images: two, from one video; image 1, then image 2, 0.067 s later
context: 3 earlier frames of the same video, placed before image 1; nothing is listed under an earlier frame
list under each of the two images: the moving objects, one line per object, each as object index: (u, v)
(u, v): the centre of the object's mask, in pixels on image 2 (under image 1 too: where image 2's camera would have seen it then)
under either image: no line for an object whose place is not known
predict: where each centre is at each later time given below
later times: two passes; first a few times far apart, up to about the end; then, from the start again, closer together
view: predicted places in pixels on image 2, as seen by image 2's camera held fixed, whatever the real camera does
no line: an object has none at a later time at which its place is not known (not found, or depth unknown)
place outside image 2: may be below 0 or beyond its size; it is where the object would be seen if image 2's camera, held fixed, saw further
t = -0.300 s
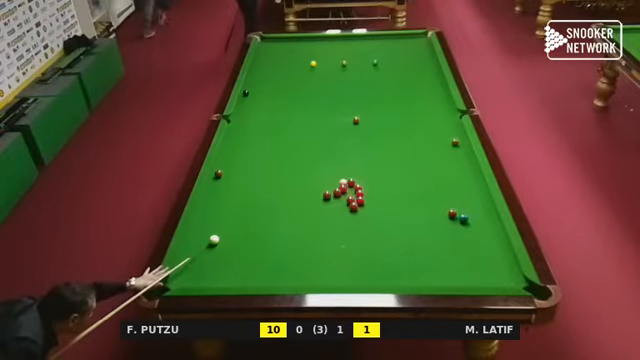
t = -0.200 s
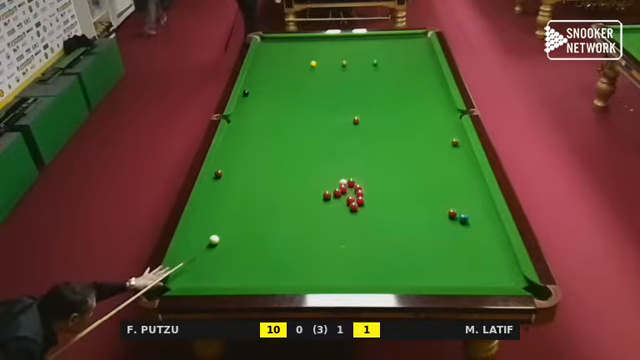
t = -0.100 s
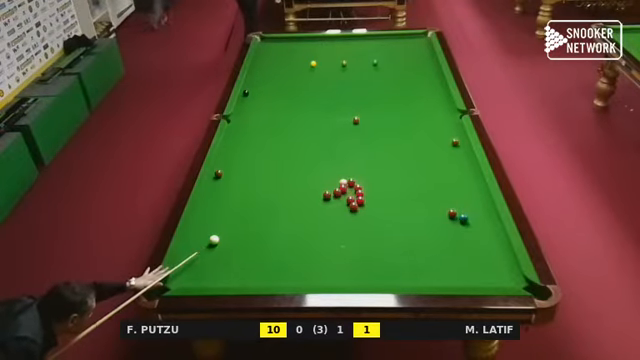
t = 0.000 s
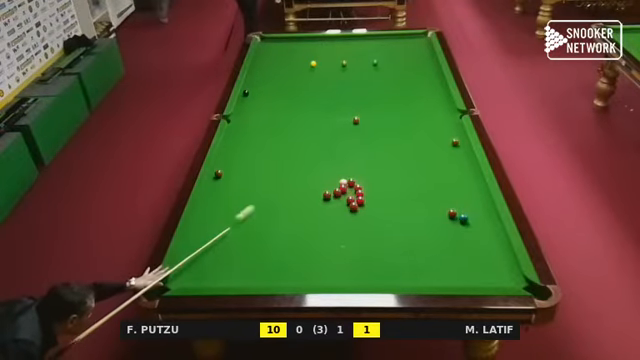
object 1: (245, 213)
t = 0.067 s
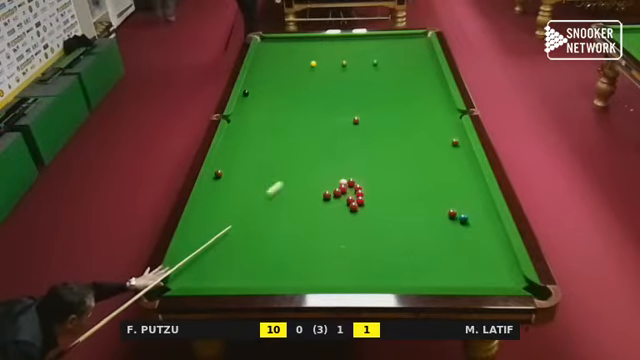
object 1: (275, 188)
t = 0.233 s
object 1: (330, 142)
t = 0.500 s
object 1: (369, 122)
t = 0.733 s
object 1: (395, 114)
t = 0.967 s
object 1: (420, 104)
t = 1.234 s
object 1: (447, 93)
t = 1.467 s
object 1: (430, 89)
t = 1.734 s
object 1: (411, 84)
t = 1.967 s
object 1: (396, 81)
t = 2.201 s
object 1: (382, 77)
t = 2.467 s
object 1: (367, 74)
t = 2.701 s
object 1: (356, 71)
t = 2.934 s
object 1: (345, 68)
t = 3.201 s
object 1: (333, 66)
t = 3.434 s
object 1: (324, 63)
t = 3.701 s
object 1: (314, 60)
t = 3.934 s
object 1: (306, 59)
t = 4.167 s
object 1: (299, 57)
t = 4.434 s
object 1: (291, 55)
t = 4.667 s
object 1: (285, 54)
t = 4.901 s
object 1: (279, 52)
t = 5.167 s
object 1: (273, 51)
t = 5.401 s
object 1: (269, 50)
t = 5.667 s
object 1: (265, 49)
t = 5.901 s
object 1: (262, 48)
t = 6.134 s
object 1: (259, 48)
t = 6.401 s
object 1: (259, 47)
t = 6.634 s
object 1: (260, 47)
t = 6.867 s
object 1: (262, 47)
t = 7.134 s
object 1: (262, 47)
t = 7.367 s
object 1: (262, 47)
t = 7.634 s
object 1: (262, 47)
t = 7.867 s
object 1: (262, 47)
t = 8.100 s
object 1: (262, 47)
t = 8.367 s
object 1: (261, 47)
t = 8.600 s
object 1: (262, 47)
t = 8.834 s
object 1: (262, 47)
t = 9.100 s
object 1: (262, 47)
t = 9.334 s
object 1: (262, 47)
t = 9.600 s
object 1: (262, 47)
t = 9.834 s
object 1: (262, 47)
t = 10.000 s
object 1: (262, 47)
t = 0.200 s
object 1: (320, 150)
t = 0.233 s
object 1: (330, 142)
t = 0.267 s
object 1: (340, 134)
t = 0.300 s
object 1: (348, 127)
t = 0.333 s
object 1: (354, 122)
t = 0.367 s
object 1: (357, 122)
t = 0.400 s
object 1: (360, 123)
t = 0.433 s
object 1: (363, 123)
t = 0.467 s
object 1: (366, 122)
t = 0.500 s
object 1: (369, 122)
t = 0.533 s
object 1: (373, 121)
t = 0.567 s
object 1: (376, 121)
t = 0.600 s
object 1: (380, 120)
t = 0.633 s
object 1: (383, 118)
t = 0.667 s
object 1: (387, 117)
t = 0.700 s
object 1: (391, 115)
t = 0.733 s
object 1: (395, 114)
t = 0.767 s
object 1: (399, 112)
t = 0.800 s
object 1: (402, 111)
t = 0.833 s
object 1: (406, 109)
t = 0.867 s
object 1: (409, 108)
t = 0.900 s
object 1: (413, 107)
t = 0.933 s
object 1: (417, 105)
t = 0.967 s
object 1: (420, 104)
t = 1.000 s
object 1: (423, 102)
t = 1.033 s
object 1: (427, 101)
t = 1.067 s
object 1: (430, 100)
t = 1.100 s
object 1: (434, 98)
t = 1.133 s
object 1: (437, 97)
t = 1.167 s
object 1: (440, 96)
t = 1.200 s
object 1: (444, 94)
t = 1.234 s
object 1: (447, 93)
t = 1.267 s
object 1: (446, 92)
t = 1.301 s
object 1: (443, 92)
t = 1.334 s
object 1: (440, 91)
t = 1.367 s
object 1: (437, 90)
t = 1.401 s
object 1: (435, 90)
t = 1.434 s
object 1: (432, 89)
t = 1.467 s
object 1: (430, 89)
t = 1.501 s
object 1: (427, 88)
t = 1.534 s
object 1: (425, 88)
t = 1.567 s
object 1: (423, 87)
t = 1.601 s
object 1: (420, 86)
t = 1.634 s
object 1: (418, 86)
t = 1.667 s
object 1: (416, 85)
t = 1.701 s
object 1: (414, 85)
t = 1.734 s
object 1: (411, 84)
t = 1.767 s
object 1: (409, 84)
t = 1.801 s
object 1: (407, 83)
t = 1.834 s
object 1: (404, 83)
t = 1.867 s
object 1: (403, 82)
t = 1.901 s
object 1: (400, 82)
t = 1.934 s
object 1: (398, 81)
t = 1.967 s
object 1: (396, 81)
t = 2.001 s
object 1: (394, 80)
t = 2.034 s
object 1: (392, 80)
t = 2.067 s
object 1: (390, 79)
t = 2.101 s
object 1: (388, 79)
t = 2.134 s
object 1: (386, 78)
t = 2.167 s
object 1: (384, 78)
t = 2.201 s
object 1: (382, 77)
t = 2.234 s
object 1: (380, 77)
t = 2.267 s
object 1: (378, 77)
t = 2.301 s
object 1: (377, 76)
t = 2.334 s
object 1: (375, 76)
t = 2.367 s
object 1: (373, 75)
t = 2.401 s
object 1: (371, 75)
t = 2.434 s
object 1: (369, 74)
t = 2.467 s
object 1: (367, 74)
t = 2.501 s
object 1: (366, 73)
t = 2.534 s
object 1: (364, 73)
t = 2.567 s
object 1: (362, 73)
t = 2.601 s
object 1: (361, 72)
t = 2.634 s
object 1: (359, 72)
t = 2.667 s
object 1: (357, 71)
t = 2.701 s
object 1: (356, 71)
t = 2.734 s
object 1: (354, 71)
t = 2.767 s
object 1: (353, 70)
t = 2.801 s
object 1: (351, 70)
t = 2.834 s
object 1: (349, 69)
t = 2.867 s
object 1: (348, 69)
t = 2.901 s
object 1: (346, 69)
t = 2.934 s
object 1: (345, 68)
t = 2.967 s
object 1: (343, 68)
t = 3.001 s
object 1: (342, 68)
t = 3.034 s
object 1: (340, 67)
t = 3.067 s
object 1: (339, 67)
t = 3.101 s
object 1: (337, 66)
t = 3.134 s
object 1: (336, 66)
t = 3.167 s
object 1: (335, 66)
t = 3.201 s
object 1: (333, 66)
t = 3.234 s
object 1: (332, 65)
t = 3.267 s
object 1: (331, 65)
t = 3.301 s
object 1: (329, 65)
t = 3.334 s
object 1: (328, 64)
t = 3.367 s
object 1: (326, 64)
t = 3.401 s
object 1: (325, 64)
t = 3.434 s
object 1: (324, 63)
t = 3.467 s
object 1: (323, 63)
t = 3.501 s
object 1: (321, 63)
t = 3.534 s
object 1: (320, 62)
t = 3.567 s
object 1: (319, 62)
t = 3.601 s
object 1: (319, 61)
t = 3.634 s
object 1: (317, 61)
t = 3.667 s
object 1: (315, 60)
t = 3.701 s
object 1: (314, 60)
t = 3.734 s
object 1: (313, 60)
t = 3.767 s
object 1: (312, 60)
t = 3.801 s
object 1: (311, 59)
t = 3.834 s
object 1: (309, 59)
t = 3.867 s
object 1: (308, 59)
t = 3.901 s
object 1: (307, 59)
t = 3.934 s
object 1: (306, 59)
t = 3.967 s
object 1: (305, 58)
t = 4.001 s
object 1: (304, 58)
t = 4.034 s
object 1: (303, 58)
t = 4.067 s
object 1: (302, 58)
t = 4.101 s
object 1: (300, 57)
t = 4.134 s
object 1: (300, 57)
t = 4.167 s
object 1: (299, 57)
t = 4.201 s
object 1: (298, 57)
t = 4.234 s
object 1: (296, 56)
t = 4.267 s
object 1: (295, 56)
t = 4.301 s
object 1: (295, 56)
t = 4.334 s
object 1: (293, 56)
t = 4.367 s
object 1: (292, 55)
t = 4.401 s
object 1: (292, 55)
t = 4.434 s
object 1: (291, 55)
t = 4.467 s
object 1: (290, 55)
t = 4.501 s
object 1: (289, 55)
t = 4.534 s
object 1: (288, 54)
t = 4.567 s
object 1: (287, 54)
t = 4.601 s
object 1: (286, 54)
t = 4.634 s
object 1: (286, 54)
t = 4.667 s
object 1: (285, 54)
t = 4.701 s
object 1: (284, 53)
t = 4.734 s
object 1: (283, 53)
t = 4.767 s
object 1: (282, 53)
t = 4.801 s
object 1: (281, 53)
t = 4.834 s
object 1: (281, 52)
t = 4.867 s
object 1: (280, 52)
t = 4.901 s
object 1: (279, 52)
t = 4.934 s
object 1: (278, 52)
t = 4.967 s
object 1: (278, 52)
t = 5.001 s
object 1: (277, 52)
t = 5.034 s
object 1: (276, 51)
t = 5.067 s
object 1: (276, 52)
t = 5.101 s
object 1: (274, 51)
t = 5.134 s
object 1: (274, 51)
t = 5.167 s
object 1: (273, 51)
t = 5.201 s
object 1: (273, 51)
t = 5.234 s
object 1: (272, 51)
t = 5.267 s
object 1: (271, 50)
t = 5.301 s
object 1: (271, 50)
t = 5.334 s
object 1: (270, 50)
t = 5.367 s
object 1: (270, 50)
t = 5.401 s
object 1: (269, 50)
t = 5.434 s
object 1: (268, 50)
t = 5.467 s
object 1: (268, 50)
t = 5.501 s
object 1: (268, 49)
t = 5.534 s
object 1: (267, 50)
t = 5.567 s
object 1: (266, 49)
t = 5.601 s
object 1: (266, 49)
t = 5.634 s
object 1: (265, 49)
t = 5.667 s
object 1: (265, 49)
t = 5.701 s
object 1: (264, 49)
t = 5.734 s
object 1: (264, 49)
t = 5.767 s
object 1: (263, 49)
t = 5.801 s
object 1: (263, 48)
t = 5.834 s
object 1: (262, 48)
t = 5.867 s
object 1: (262, 49)
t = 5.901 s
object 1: (262, 48)
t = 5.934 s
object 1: (261, 48)
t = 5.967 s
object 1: (261, 48)
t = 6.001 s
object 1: (260, 48)
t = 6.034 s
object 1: (259, 48)
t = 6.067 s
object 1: (259, 48)
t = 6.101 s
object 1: (259, 48)
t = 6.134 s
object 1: (259, 48)
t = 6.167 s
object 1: (258, 47)
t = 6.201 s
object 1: (258, 47)
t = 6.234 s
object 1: (258, 47)
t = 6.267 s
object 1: (258, 47)
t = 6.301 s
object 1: (258, 47)
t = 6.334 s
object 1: (259, 47)
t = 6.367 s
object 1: (259, 47)
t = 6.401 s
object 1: (259, 47)
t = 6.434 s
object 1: (260, 47)
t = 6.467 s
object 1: (260, 47)
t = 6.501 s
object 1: (260, 47)
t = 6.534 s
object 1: (260, 47)
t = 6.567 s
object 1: (260, 47)
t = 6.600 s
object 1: (260, 47)
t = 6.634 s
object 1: (260, 47)
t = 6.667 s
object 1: (261, 47)
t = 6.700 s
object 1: (261, 47)
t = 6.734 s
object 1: (261, 47)
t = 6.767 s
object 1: (261, 47)
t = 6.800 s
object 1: (261, 47)
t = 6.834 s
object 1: (262, 47)
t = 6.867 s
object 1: (262, 47)
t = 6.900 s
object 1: (262, 47)
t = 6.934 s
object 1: (262, 47)
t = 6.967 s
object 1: (262, 47)
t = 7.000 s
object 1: (262, 47)
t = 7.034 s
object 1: (262, 47)
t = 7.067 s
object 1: (262, 47)
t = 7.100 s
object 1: (262, 47)
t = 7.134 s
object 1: (262, 47)
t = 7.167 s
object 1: (262, 47)
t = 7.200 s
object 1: (262, 47)
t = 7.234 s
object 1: (262, 47)
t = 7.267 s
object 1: (262, 47)
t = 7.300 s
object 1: (262, 47)
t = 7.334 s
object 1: (262, 47)
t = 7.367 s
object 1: (262, 47)
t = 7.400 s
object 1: (262, 47)
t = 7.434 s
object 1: (262, 47)
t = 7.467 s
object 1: (262, 47)
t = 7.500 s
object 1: (262, 47)
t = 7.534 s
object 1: (262, 47)
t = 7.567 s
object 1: (262, 47)
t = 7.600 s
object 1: (262, 47)
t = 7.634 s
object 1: (262, 47)
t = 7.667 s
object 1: (262, 47)
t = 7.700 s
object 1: (262, 47)
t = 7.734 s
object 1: (262, 47)
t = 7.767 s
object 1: (262, 47)
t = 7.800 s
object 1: (262, 47)
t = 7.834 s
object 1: (262, 47)
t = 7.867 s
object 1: (262, 47)
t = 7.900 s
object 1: (262, 47)
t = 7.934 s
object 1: (262, 47)
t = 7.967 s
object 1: (262, 47)
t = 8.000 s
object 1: (262, 47)
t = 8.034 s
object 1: (262, 47)
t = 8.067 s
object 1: (262, 47)
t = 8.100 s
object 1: (262, 47)
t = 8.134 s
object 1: (262, 47)
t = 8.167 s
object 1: (262, 47)
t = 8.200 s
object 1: (262, 47)
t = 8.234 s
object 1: (262, 47)
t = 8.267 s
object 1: (262, 47)
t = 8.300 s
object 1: (262, 47)
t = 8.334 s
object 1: (262, 47)
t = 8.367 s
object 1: (261, 47)
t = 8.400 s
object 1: (262, 47)
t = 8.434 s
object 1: (262, 47)
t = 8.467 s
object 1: (262, 47)
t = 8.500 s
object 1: (262, 47)
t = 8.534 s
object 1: (262, 47)
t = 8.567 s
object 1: (262, 47)
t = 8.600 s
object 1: (262, 47)
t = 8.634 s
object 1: (262, 47)
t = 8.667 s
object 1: (262, 47)
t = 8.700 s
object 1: (262, 47)
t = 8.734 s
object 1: (261, 47)
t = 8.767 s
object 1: (262, 47)
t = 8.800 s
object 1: (262, 47)
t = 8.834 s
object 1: (262, 47)
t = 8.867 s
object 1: (262, 47)
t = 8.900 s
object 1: (262, 47)
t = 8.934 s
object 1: (262, 47)
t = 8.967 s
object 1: (262, 47)
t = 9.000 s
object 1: (262, 47)
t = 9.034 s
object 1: (262, 47)
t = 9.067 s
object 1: (262, 47)
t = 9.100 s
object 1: (262, 47)
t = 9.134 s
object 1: (262, 47)
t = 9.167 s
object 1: (262, 47)
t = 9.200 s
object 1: (262, 47)
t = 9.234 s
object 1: (262, 47)
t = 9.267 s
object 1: (262, 47)
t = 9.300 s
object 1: (262, 47)
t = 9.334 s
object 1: (262, 47)
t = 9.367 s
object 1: (262, 47)
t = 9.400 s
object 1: (262, 47)
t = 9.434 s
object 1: (262, 47)
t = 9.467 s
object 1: (262, 47)
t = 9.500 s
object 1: (262, 47)
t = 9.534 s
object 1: (262, 47)
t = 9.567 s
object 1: (262, 47)
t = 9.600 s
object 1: (262, 47)
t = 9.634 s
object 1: (262, 47)
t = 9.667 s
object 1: (262, 47)
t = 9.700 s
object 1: (262, 47)
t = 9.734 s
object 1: (262, 47)
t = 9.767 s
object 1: (262, 47)
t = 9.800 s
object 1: (262, 47)
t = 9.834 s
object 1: (262, 47)
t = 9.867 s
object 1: (262, 47)
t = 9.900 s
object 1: (262, 47)
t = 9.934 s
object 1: (262, 47)
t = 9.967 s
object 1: (262, 47)
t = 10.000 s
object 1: (262, 47)
